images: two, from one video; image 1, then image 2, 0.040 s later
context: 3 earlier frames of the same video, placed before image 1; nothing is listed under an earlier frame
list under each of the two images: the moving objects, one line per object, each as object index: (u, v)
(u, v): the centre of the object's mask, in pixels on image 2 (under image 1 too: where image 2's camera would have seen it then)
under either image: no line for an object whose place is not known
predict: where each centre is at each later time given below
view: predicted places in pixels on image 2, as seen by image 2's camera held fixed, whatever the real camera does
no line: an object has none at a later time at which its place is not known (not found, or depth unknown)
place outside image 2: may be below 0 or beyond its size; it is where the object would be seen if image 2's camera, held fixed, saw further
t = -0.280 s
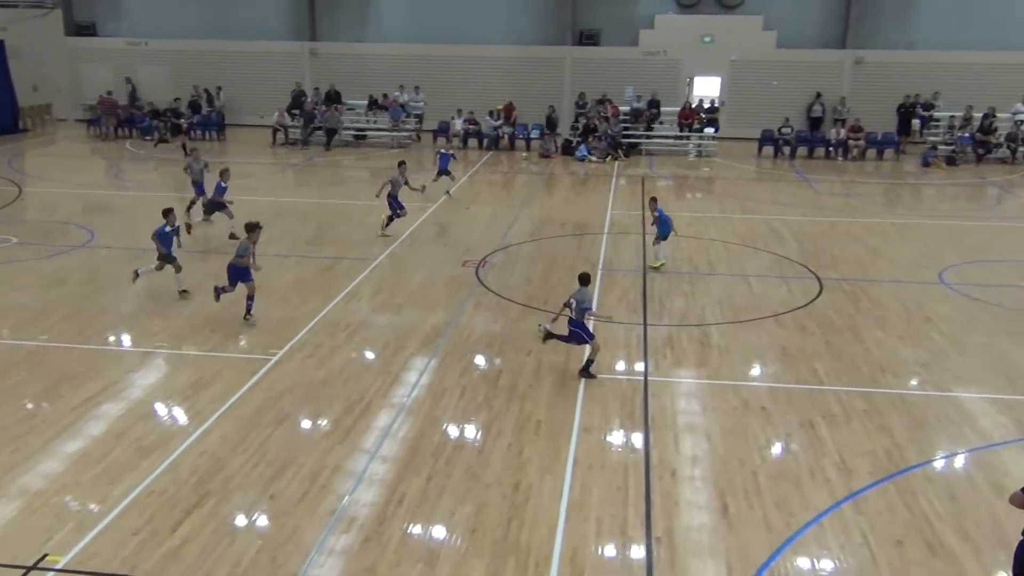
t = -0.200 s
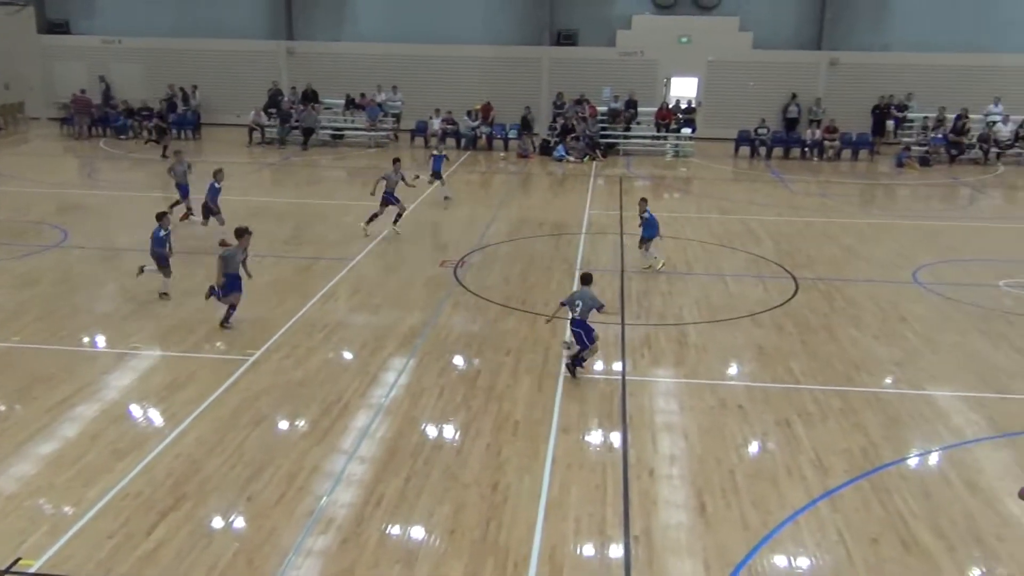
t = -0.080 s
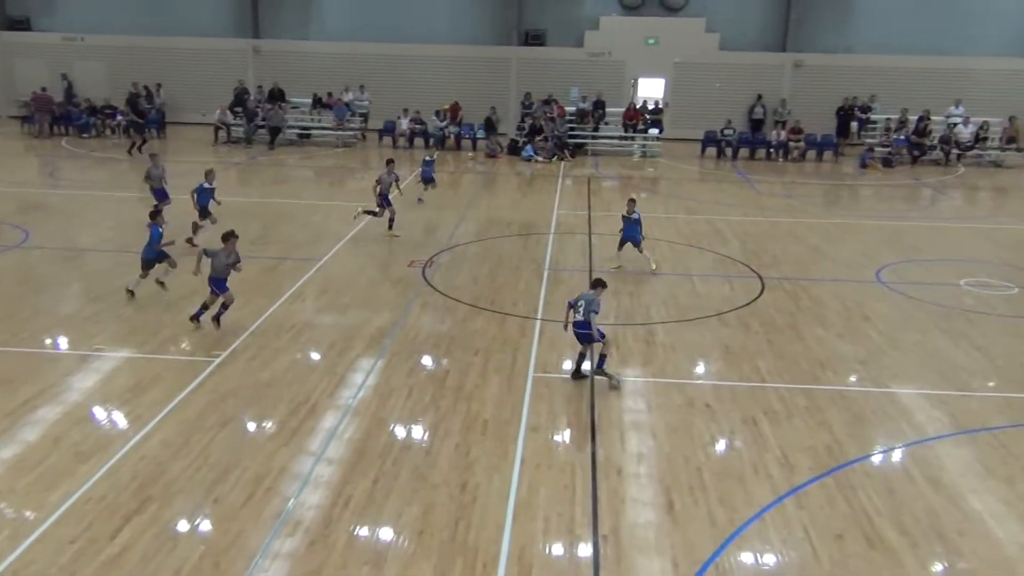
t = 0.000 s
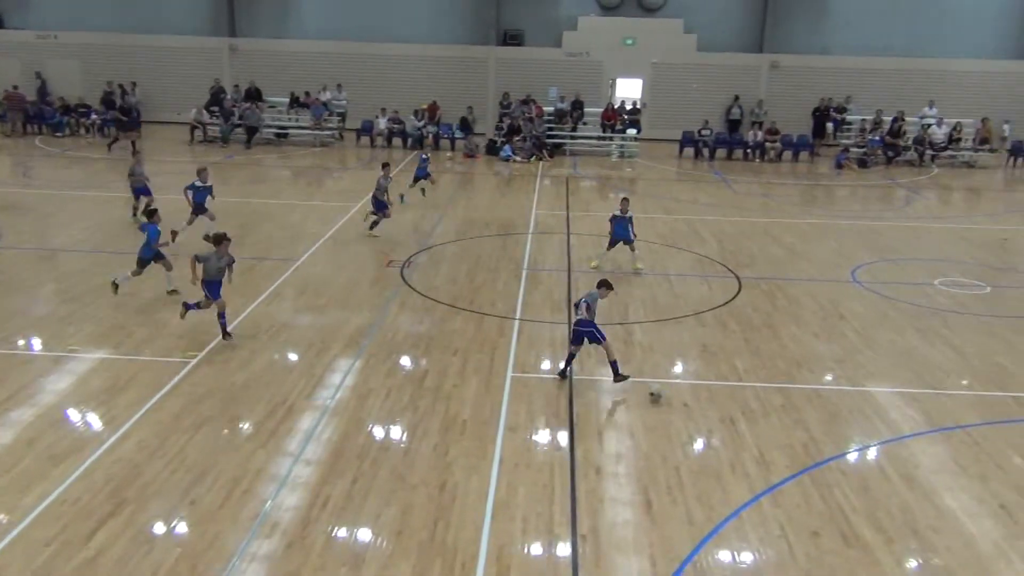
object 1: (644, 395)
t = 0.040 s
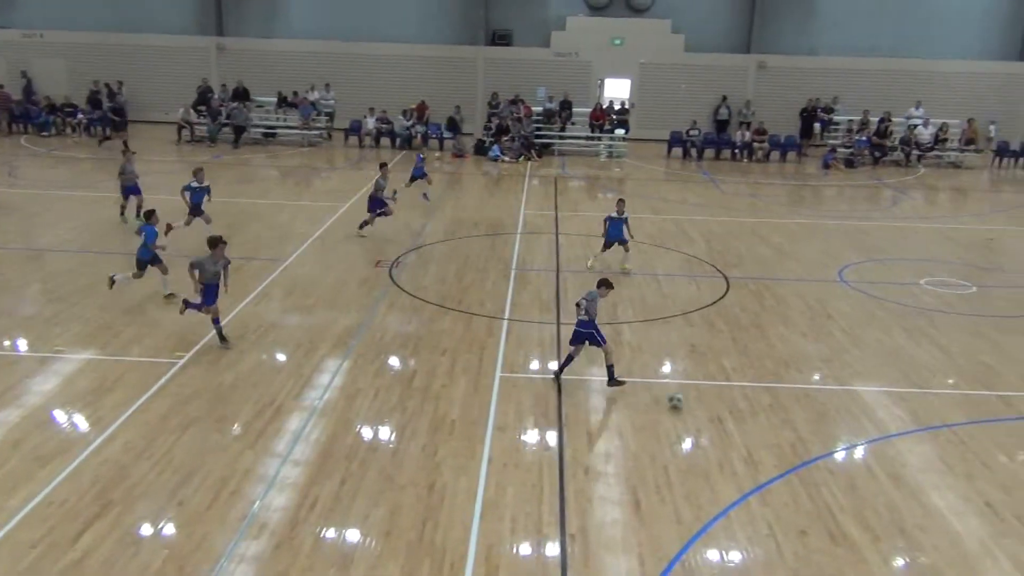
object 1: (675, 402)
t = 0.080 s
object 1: (708, 410)
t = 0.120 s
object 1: (739, 417)
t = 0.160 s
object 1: (771, 424)
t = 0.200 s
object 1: (804, 431)
